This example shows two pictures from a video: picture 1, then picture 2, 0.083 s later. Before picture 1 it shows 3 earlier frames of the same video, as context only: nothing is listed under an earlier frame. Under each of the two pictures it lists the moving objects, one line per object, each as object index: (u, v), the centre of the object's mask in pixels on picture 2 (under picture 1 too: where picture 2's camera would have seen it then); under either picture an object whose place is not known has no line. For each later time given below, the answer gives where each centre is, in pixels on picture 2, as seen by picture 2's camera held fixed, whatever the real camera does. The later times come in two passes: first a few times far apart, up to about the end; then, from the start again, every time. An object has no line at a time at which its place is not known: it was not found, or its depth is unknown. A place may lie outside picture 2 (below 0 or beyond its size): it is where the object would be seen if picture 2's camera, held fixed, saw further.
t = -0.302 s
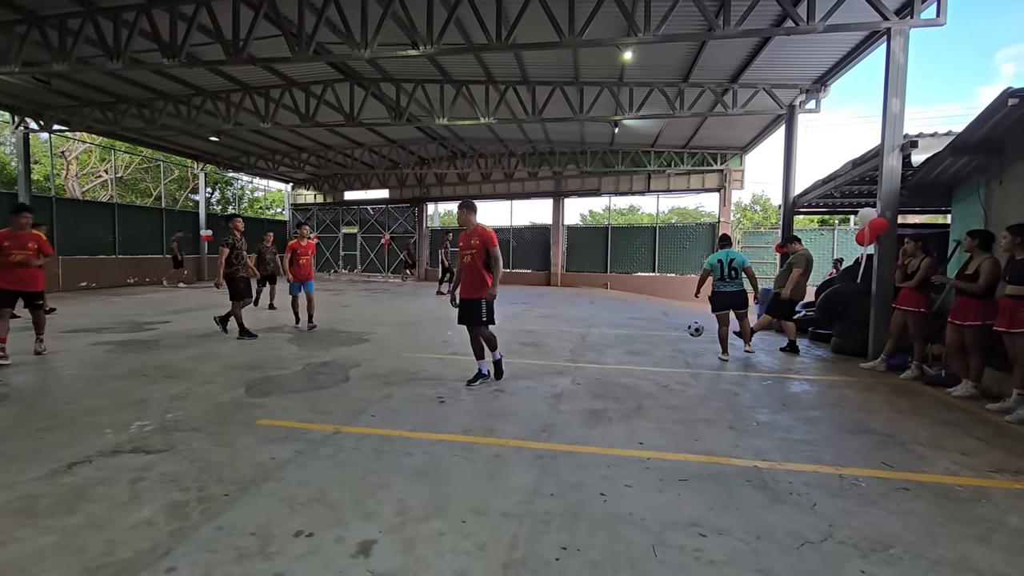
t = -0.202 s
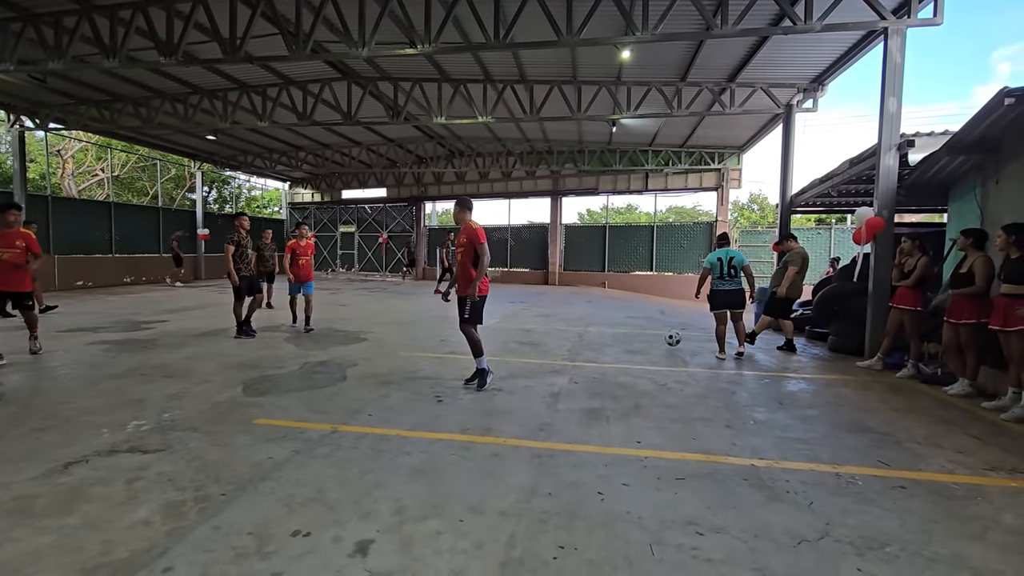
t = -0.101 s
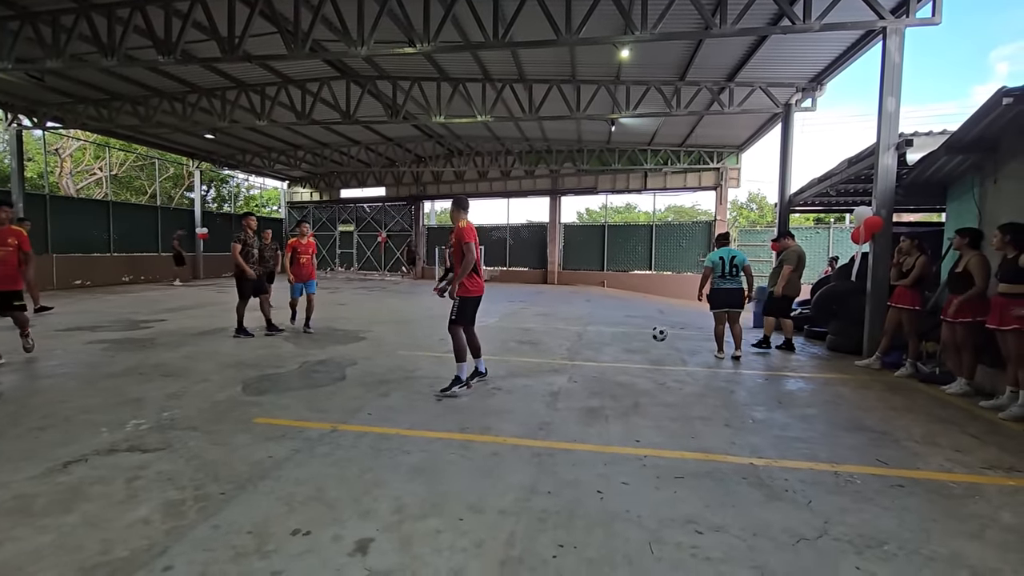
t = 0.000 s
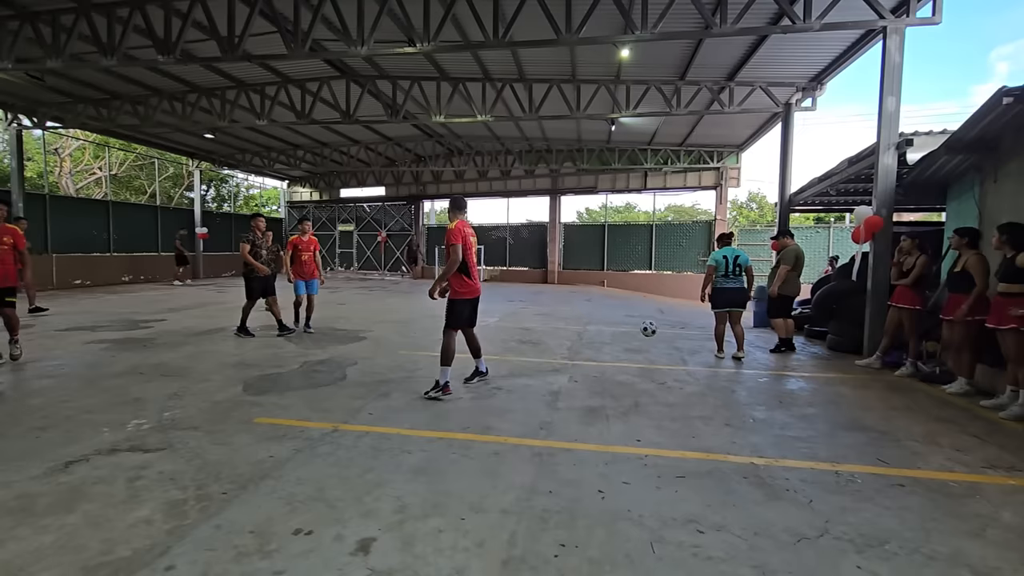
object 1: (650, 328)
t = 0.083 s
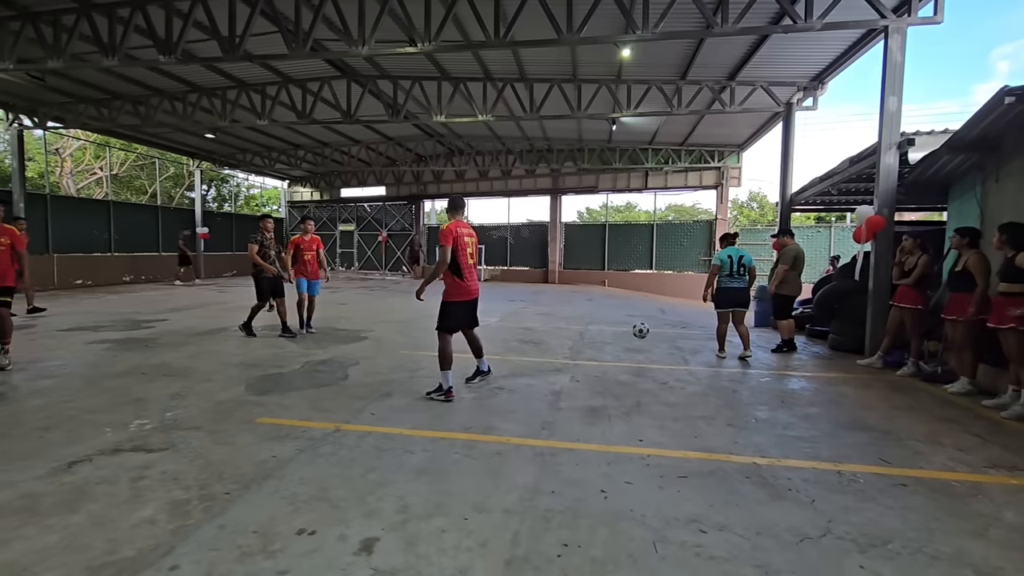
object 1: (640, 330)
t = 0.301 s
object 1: (616, 338)
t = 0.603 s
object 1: (579, 344)
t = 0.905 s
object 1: (539, 347)
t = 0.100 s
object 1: (639, 331)
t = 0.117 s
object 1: (637, 333)
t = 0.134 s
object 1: (635, 335)
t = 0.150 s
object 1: (633, 336)
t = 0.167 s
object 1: (631, 337)
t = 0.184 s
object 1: (629, 339)
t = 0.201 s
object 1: (627, 342)
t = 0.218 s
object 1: (625, 344)
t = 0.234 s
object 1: (623, 342)
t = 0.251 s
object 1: (621, 341)
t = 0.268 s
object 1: (620, 340)
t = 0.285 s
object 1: (618, 338)
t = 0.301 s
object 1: (616, 338)
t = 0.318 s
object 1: (614, 337)
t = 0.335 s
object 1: (612, 336)
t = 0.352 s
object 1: (610, 336)
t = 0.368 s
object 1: (607, 336)
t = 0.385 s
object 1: (606, 336)
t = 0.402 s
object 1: (604, 336)
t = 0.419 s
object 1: (602, 337)
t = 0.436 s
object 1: (600, 337)
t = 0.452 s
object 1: (598, 338)
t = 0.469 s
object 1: (596, 340)
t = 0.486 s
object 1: (594, 342)
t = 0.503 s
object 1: (591, 343)
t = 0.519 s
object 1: (589, 344)
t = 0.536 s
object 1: (587, 347)
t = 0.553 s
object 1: (584, 348)
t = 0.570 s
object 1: (583, 346)
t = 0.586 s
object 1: (581, 345)
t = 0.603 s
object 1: (579, 344)
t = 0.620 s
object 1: (577, 343)
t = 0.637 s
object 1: (575, 343)
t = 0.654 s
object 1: (573, 342)
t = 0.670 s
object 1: (570, 343)
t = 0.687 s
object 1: (568, 343)
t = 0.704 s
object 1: (566, 343)
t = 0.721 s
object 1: (563, 344)
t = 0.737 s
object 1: (561, 345)
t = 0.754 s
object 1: (559, 346)
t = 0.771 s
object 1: (557, 347)
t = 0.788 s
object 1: (555, 348)
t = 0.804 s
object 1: (552, 351)
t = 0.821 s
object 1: (550, 351)
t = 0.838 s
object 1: (548, 350)
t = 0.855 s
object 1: (546, 349)
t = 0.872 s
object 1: (544, 348)
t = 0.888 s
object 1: (542, 347)
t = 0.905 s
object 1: (539, 347)
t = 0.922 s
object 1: (537, 347)
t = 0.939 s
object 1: (534, 347)
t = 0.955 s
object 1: (533, 347)
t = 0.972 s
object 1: (530, 348)
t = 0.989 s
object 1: (528, 348)
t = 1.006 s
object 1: (526, 350)
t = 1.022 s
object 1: (523, 351)
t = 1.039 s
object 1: (521, 352)
